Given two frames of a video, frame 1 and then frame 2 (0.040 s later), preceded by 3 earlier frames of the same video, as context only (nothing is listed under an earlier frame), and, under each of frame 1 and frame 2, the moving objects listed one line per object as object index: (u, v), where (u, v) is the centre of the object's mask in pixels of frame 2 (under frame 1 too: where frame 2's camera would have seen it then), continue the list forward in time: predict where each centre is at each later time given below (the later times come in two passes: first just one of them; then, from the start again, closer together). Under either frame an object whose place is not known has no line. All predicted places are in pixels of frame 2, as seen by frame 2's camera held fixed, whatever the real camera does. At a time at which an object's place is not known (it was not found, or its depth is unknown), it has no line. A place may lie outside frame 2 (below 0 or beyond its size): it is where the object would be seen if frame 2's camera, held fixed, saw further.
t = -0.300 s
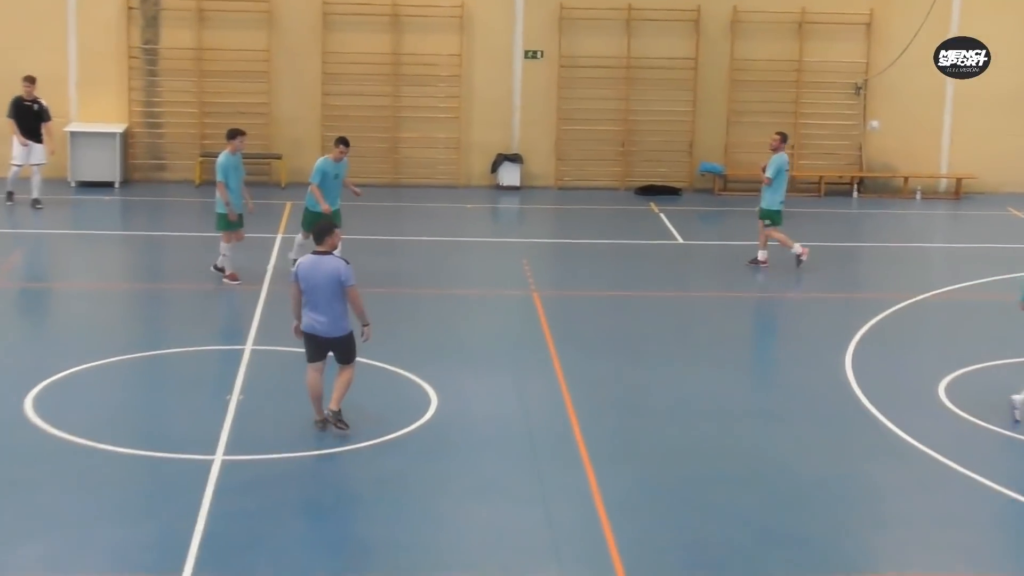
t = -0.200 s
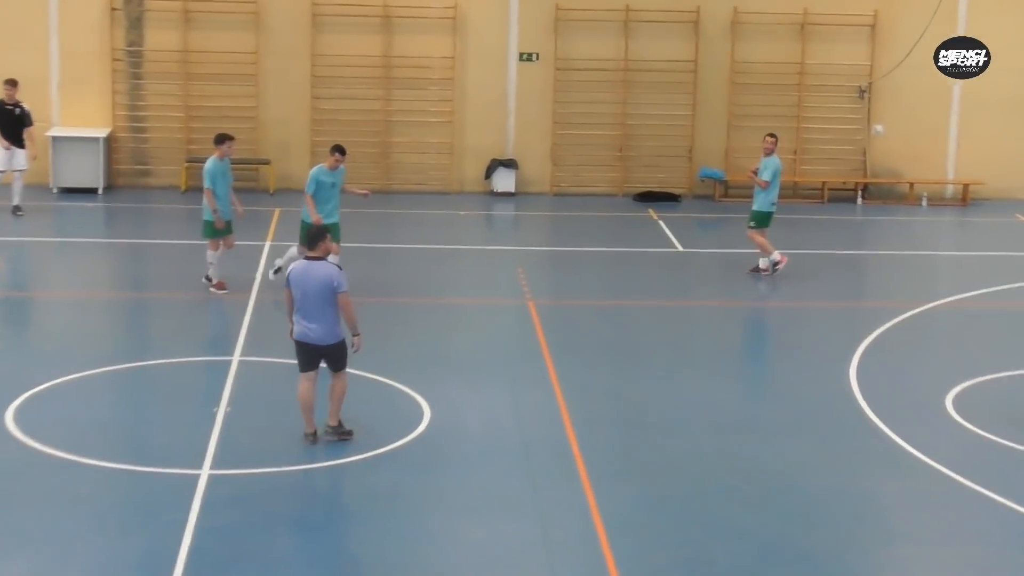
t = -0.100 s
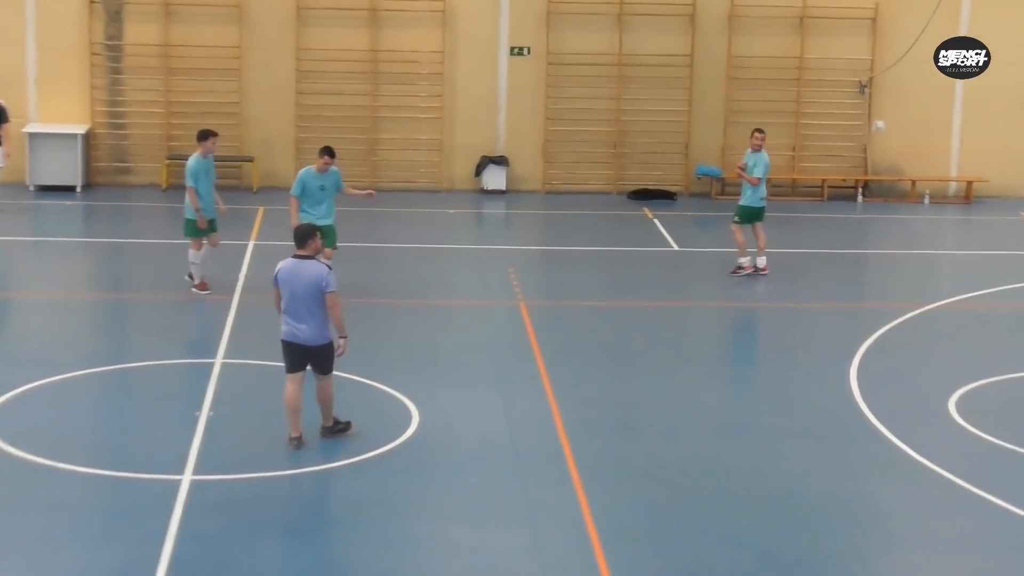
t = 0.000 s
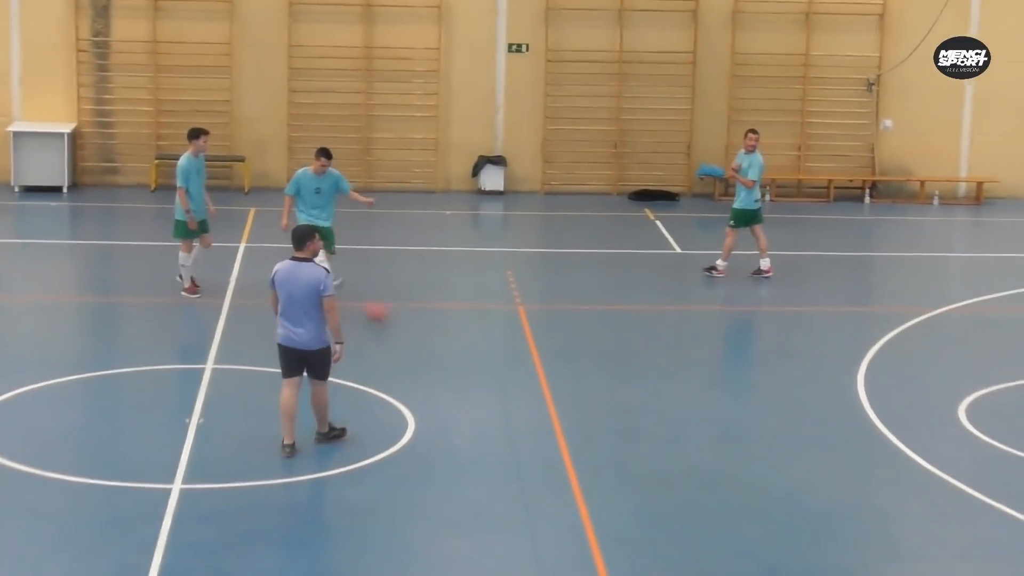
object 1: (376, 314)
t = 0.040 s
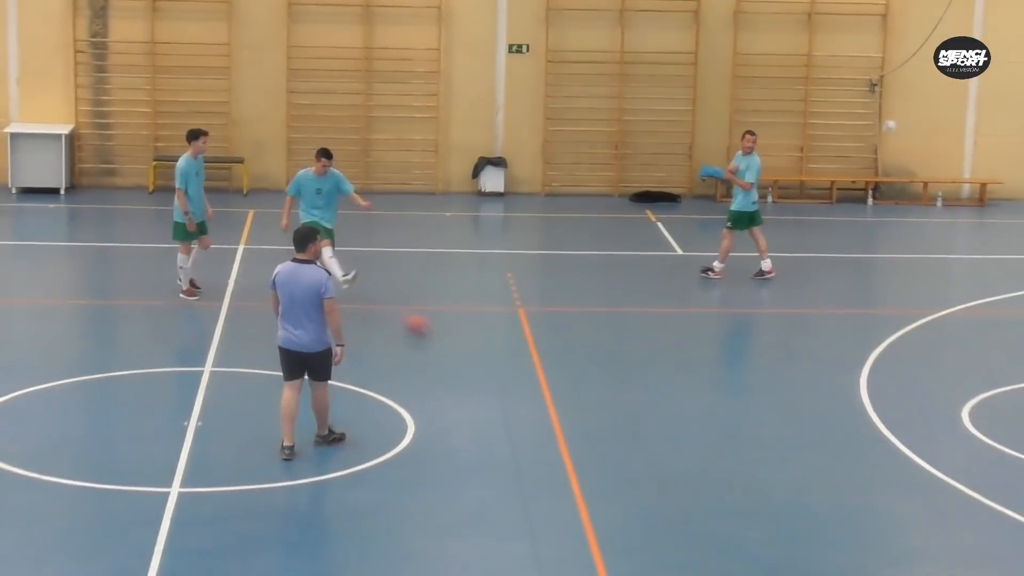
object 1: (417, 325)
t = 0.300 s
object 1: (688, 381)
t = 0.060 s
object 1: (437, 330)
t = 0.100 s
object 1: (478, 339)
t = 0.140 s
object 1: (517, 346)
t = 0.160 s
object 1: (542, 349)
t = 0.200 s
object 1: (582, 359)
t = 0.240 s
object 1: (625, 370)
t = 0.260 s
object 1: (646, 372)
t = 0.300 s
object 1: (688, 381)
